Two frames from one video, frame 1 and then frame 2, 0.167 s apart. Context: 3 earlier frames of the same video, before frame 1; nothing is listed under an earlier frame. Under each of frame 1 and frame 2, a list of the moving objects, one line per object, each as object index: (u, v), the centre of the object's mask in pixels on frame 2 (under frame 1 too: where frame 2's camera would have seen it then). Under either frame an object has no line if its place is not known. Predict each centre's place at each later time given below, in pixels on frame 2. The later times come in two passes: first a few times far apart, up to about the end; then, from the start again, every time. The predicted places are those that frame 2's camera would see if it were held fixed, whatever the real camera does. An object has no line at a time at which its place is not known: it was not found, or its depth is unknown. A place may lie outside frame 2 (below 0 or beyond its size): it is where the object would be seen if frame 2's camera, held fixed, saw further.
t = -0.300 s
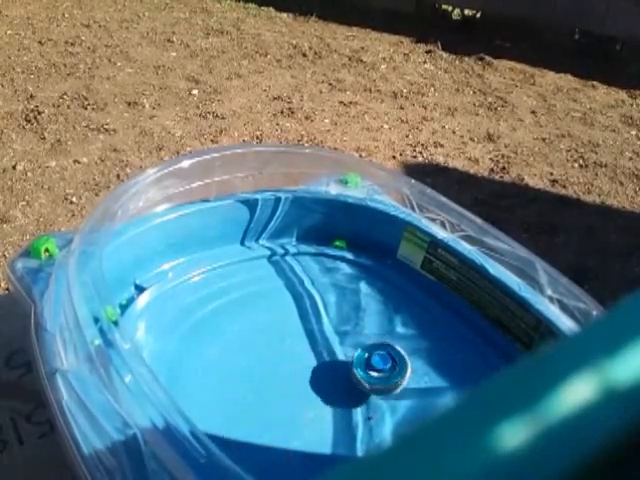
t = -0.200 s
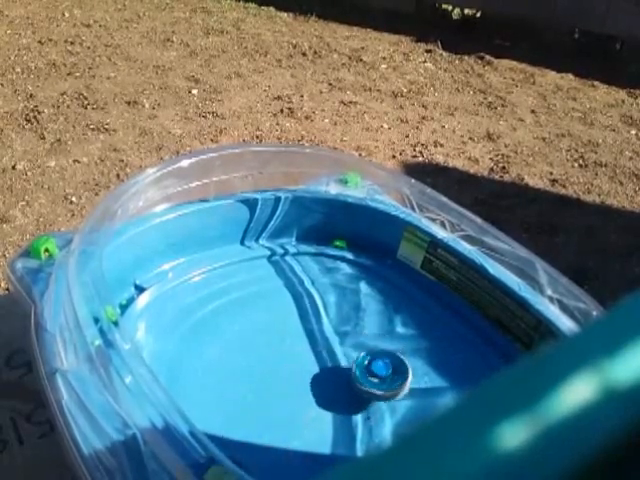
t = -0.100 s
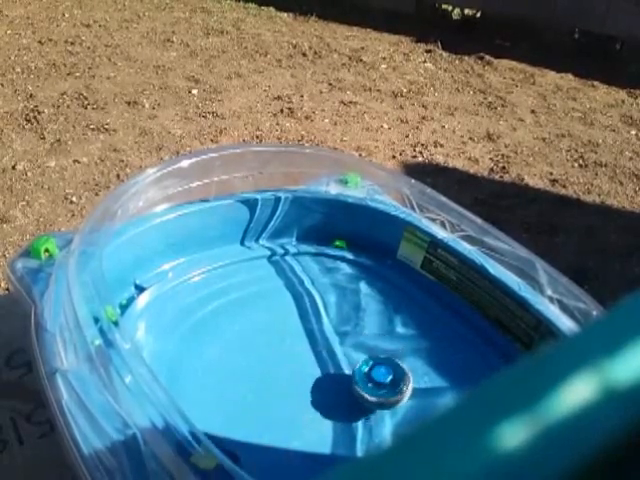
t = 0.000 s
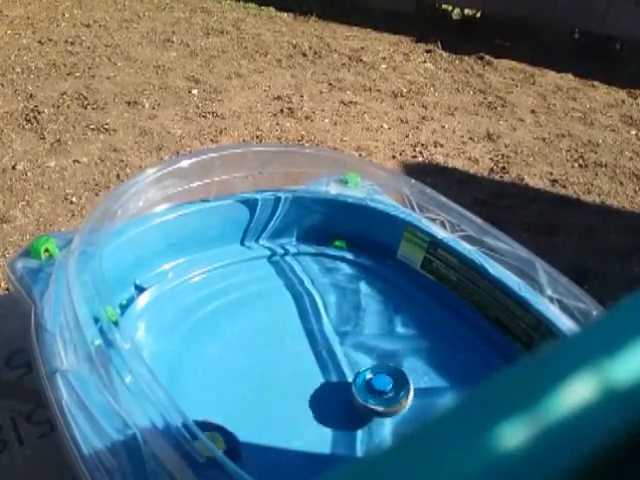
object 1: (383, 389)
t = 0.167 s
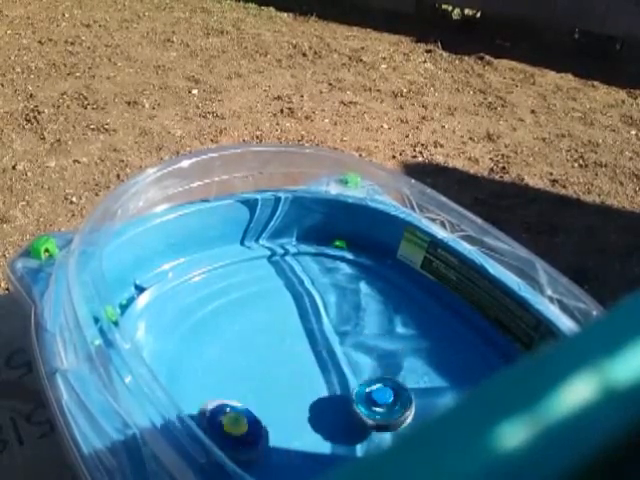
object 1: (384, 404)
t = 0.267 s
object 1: (382, 411)
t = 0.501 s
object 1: (377, 419)
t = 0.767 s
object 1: (371, 425)
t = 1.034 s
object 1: (359, 427)
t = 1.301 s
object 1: (341, 425)
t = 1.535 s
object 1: (326, 415)
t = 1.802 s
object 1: (312, 405)
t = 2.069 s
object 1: (305, 392)
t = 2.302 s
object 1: (307, 382)
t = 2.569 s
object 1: (313, 370)
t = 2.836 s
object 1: (324, 362)
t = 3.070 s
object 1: (335, 359)
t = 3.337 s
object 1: (354, 366)
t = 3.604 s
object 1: (383, 327)
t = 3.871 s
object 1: (363, 338)
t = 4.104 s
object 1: (376, 345)
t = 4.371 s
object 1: (373, 367)
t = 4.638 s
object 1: (382, 383)
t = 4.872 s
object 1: (385, 395)
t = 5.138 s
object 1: (381, 404)
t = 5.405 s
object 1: (367, 400)
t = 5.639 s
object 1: (358, 398)
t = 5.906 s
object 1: (351, 389)
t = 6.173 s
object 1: (358, 371)
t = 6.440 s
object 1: (351, 367)
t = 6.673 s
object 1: (356, 361)
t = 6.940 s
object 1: (355, 358)
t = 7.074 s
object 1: (355, 360)
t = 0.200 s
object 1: (383, 406)
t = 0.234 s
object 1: (383, 409)
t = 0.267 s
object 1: (382, 411)
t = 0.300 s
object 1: (381, 413)
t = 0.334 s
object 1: (380, 412)
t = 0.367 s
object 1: (380, 414)
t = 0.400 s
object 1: (378, 415)
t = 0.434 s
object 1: (378, 416)
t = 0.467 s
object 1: (378, 419)
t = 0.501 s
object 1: (377, 419)
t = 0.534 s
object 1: (376, 421)
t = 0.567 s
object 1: (375, 421)
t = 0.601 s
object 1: (374, 423)
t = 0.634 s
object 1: (373, 423)
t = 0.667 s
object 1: (372, 424)
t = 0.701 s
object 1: (372, 424)
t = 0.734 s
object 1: (371, 425)
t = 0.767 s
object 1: (371, 425)
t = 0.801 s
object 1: (370, 425)
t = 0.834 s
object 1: (367, 428)
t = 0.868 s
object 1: (366, 428)
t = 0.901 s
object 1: (366, 425)
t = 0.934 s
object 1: (365, 426)
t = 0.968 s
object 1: (363, 426)
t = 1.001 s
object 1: (361, 428)
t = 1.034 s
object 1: (359, 427)
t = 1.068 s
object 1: (357, 427)
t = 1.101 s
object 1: (355, 426)
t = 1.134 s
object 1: (353, 426)
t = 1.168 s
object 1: (351, 426)
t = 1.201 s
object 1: (348, 426)
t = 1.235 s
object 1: (345, 426)
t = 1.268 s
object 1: (342, 426)
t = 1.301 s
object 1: (341, 425)
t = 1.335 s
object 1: (339, 424)
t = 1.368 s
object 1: (337, 423)
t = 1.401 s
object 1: (334, 421)
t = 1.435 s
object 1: (332, 419)
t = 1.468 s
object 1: (330, 418)
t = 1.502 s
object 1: (328, 417)
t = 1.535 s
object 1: (326, 415)
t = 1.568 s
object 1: (324, 414)
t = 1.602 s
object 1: (322, 412)
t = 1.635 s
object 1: (321, 410)
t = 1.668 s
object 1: (319, 409)
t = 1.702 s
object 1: (317, 409)
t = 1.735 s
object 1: (316, 407)
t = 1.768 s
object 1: (314, 406)
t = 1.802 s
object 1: (312, 405)
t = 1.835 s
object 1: (311, 403)
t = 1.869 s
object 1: (310, 400)
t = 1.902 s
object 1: (308, 399)
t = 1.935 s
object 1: (306, 398)
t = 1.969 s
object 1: (306, 396)
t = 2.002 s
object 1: (305, 395)
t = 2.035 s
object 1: (305, 394)
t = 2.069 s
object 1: (305, 392)
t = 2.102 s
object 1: (305, 391)
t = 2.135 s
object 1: (306, 389)
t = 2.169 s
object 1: (305, 388)
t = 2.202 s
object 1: (306, 387)
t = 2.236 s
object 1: (307, 385)
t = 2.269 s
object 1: (307, 383)
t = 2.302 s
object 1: (307, 382)
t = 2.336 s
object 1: (308, 380)
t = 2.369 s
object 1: (308, 379)
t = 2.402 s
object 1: (309, 378)
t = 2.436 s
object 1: (310, 376)
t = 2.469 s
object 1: (311, 375)
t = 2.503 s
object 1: (312, 373)
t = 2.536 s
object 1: (312, 371)
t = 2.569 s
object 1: (313, 370)
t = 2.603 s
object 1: (315, 369)
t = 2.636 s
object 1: (316, 368)
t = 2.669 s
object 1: (317, 367)
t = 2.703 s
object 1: (318, 365)
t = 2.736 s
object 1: (319, 365)
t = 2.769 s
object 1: (321, 364)
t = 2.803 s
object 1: (323, 363)
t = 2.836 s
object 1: (324, 362)
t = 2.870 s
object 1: (326, 361)
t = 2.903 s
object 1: (328, 362)
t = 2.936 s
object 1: (329, 361)
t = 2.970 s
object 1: (332, 360)
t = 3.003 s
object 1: (333, 360)
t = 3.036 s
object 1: (334, 359)
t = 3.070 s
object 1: (335, 359)
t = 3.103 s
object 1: (337, 360)
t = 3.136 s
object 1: (339, 360)
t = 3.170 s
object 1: (341, 361)
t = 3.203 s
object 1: (343, 362)
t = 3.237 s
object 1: (345, 364)
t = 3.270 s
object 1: (348, 365)
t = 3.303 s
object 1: (351, 366)
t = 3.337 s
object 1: (354, 366)
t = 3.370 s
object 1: (357, 363)
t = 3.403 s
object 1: (372, 350)
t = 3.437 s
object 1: (382, 340)
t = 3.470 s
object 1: (387, 335)
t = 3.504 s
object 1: (389, 331)
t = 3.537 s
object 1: (388, 330)
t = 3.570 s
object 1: (386, 329)
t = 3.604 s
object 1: (383, 327)
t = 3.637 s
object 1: (380, 327)
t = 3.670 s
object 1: (377, 326)
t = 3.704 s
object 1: (373, 327)
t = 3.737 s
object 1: (371, 328)
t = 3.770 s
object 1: (368, 329)
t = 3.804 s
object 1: (365, 332)
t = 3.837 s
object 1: (364, 336)
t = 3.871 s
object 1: (363, 338)
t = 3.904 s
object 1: (362, 342)
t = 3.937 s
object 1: (367, 340)
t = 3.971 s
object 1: (373, 336)
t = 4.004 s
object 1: (376, 338)
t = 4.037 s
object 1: (378, 340)
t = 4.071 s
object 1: (377, 341)
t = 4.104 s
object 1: (376, 345)
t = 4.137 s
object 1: (376, 348)
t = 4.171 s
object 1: (375, 351)
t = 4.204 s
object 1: (373, 354)
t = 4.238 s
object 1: (373, 357)
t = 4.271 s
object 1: (371, 361)
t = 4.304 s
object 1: (371, 364)
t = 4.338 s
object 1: (371, 366)
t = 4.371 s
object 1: (373, 367)
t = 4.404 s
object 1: (381, 366)
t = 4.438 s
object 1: (383, 367)
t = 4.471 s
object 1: (386, 370)
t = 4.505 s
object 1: (385, 372)
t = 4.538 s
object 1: (384, 376)
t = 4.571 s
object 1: (384, 378)
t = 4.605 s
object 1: (382, 381)
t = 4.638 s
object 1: (382, 383)
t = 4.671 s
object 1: (382, 385)
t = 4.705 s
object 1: (381, 388)
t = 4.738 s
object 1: (381, 390)
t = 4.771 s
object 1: (381, 393)
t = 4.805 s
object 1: (382, 394)
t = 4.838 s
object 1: (383, 394)
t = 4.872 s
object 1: (385, 395)
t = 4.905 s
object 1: (384, 398)
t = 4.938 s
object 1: (385, 399)
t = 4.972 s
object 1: (383, 400)
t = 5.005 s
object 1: (383, 401)
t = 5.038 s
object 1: (383, 402)
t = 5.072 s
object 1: (382, 403)
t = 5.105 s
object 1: (382, 403)
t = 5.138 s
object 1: (381, 404)
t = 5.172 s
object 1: (381, 403)
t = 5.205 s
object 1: (384, 401)
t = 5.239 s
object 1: (382, 400)
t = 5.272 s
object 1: (379, 400)
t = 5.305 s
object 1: (376, 400)
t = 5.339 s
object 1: (374, 400)
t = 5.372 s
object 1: (370, 400)
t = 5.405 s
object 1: (367, 400)
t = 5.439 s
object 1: (363, 401)
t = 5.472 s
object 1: (361, 401)
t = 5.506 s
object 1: (359, 400)
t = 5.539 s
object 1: (358, 399)
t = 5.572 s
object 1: (357, 399)
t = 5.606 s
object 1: (357, 399)
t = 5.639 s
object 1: (358, 398)
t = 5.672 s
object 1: (360, 395)
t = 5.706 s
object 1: (362, 394)
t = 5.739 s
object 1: (362, 393)
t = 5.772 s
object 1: (360, 392)
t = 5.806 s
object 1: (358, 391)
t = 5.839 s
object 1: (355, 391)
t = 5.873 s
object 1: (353, 390)
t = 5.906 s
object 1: (351, 389)
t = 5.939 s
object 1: (350, 388)
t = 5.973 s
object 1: (349, 387)
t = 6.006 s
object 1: (356, 381)
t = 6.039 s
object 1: (361, 377)
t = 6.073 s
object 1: (362, 375)
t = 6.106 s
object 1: (361, 374)
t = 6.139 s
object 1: (360, 373)
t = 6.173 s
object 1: (358, 371)
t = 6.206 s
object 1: (356, 371)
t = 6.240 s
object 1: (355, 370)
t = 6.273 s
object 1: (354, 369)
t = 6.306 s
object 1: (352, 369)
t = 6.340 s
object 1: (351, 369)
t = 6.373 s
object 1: (349, 369)
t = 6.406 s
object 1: (350, 368)
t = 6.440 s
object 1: (351, 367)
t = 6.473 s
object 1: (352, 365)
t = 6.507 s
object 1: (352, 364)
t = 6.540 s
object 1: (354, 363)
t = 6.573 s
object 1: (355, 362)
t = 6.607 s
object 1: (355, 362)
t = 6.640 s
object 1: (356, 361)
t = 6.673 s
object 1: (356, 361)
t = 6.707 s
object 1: (355, 361)
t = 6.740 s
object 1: (355, 360)
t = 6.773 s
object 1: (355, 360)
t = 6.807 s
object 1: (355, 360)
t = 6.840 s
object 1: (355, 359)
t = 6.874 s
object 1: (355, 358)
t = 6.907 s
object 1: (355, 358)
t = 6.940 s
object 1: (355, 358)
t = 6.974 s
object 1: (355, 358)
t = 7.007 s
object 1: (355, 359)
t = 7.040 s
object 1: (355, 359)
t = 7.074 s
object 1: (355, 360)
